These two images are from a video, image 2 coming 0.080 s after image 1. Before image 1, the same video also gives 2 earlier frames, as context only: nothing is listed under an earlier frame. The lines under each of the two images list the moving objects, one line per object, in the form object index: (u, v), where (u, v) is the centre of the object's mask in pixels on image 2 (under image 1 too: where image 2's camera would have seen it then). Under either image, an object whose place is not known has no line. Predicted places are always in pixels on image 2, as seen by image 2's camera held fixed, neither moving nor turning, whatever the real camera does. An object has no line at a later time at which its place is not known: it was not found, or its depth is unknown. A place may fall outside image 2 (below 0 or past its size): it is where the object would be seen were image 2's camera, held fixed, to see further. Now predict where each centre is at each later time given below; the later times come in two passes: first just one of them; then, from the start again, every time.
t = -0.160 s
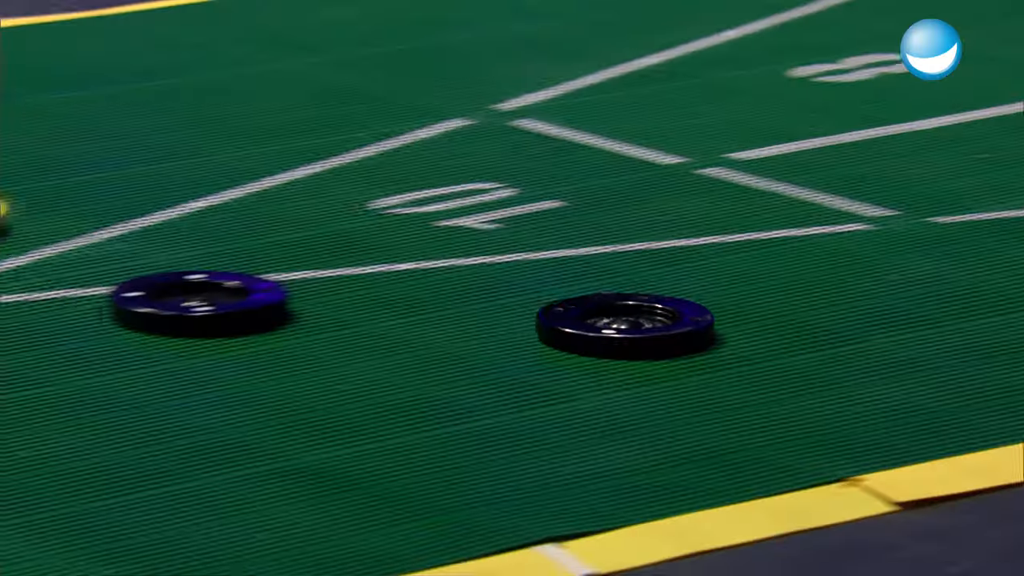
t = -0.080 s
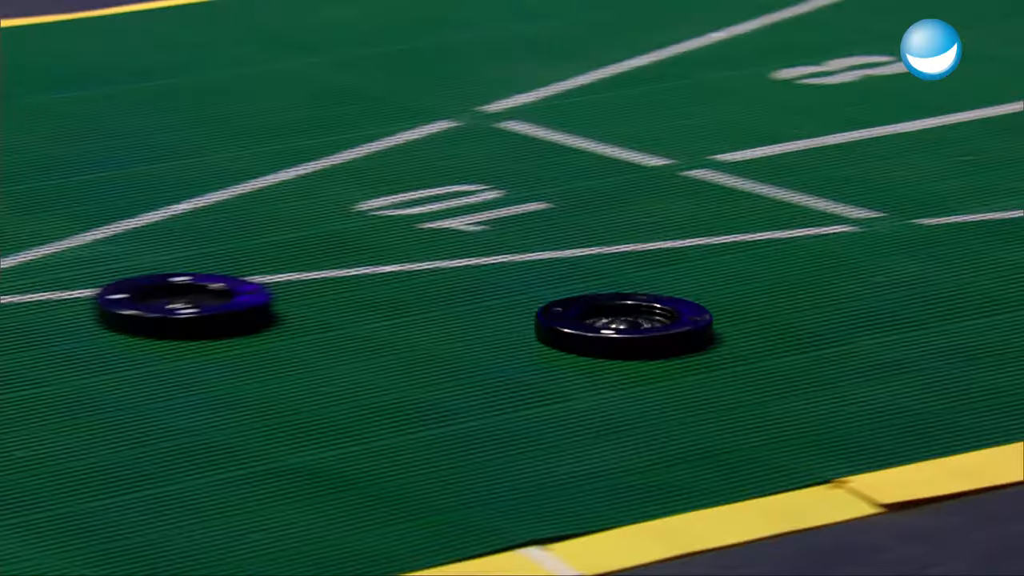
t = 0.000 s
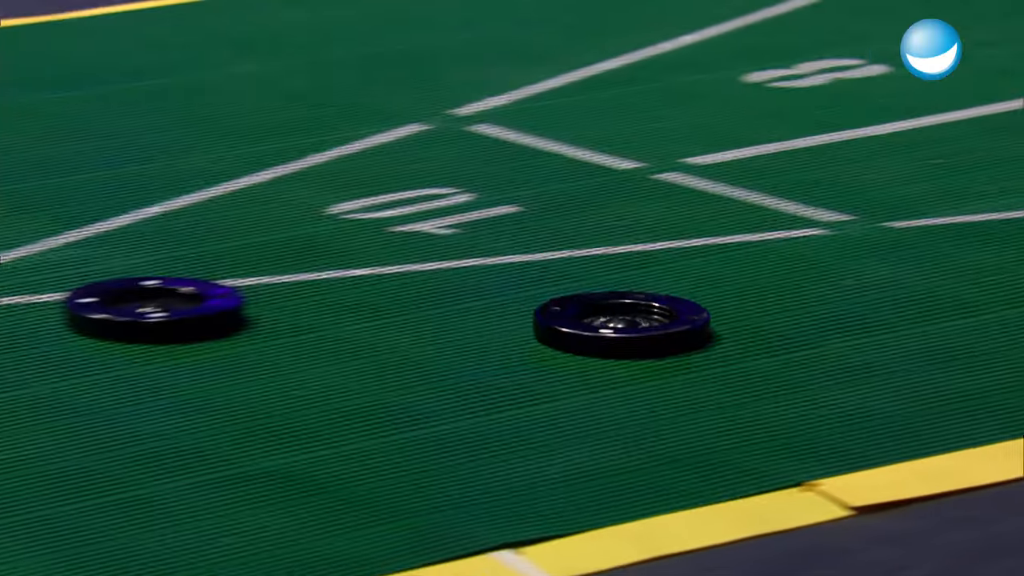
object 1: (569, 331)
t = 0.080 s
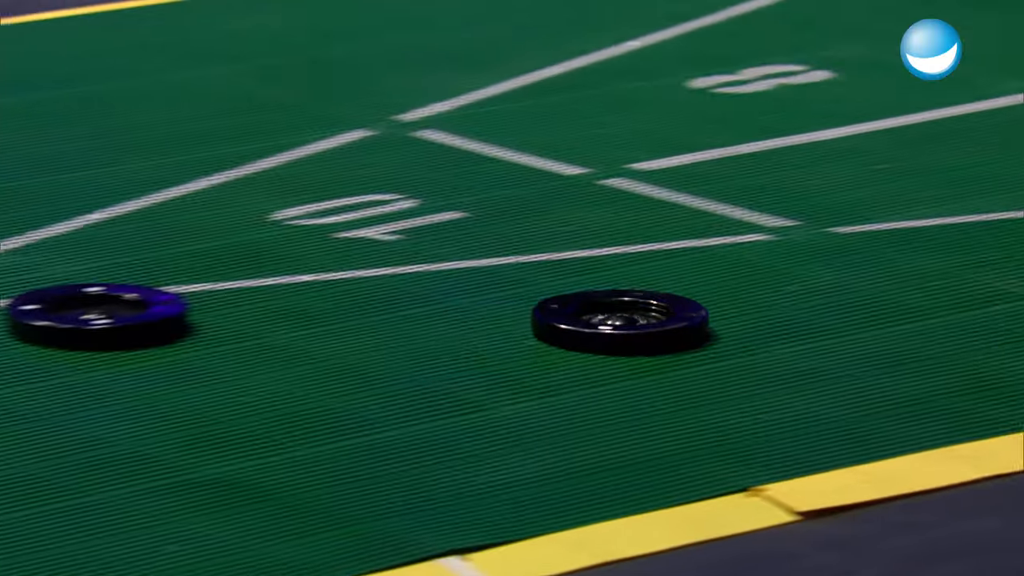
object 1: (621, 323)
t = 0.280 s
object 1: (747, 303)
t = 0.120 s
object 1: (646, 318)
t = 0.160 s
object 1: (672, 314)
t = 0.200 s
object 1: (697, 311)
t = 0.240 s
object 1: (722, 307)
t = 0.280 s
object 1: (747, 303)
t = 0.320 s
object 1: (772, 299)
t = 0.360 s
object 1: (797, 295)
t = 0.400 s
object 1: (821, 291)
